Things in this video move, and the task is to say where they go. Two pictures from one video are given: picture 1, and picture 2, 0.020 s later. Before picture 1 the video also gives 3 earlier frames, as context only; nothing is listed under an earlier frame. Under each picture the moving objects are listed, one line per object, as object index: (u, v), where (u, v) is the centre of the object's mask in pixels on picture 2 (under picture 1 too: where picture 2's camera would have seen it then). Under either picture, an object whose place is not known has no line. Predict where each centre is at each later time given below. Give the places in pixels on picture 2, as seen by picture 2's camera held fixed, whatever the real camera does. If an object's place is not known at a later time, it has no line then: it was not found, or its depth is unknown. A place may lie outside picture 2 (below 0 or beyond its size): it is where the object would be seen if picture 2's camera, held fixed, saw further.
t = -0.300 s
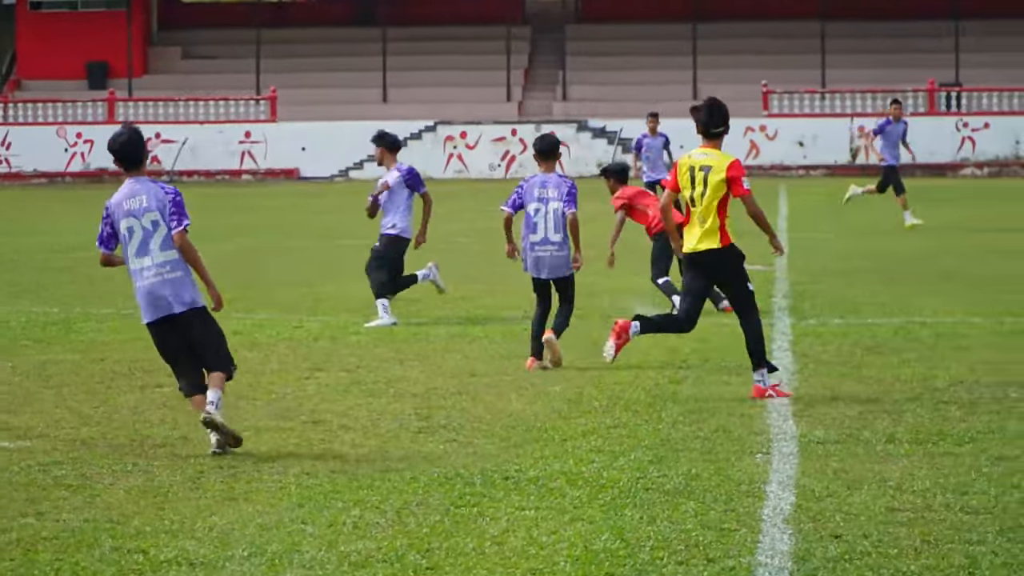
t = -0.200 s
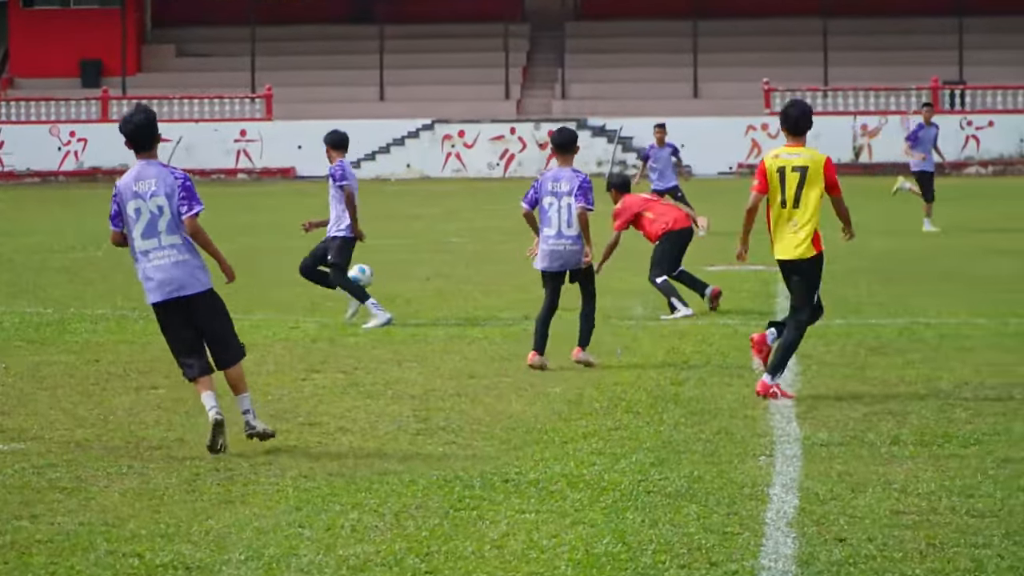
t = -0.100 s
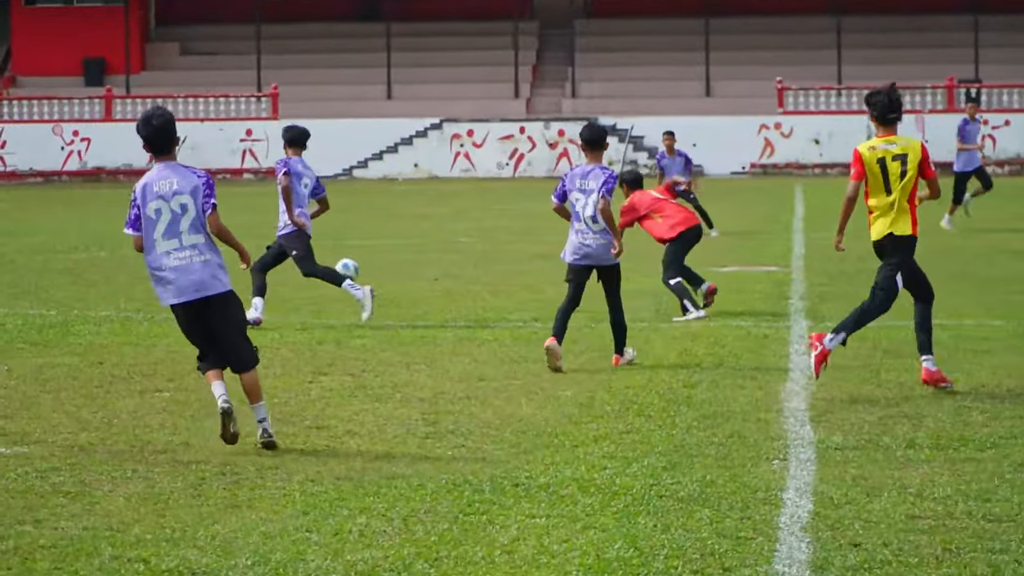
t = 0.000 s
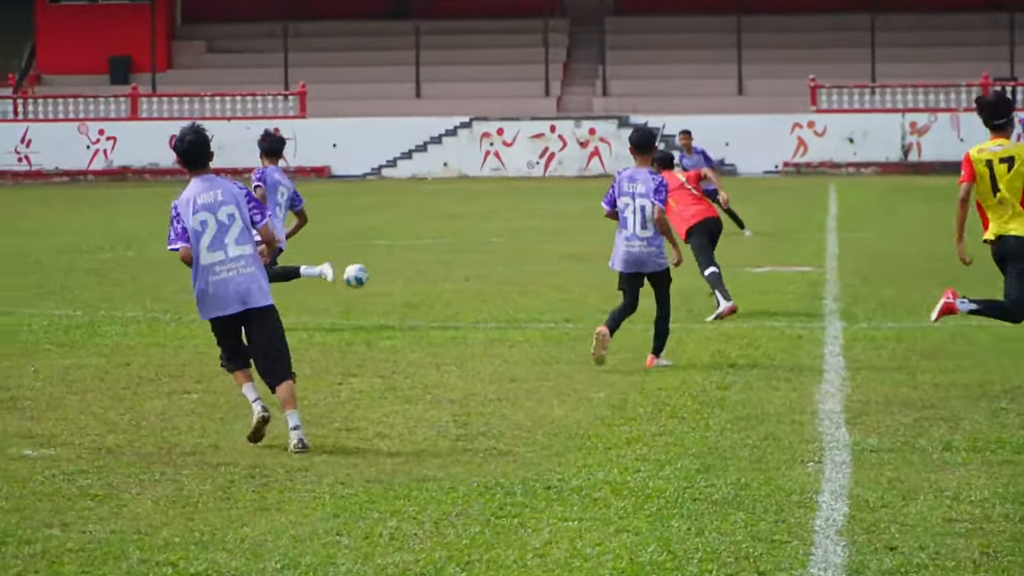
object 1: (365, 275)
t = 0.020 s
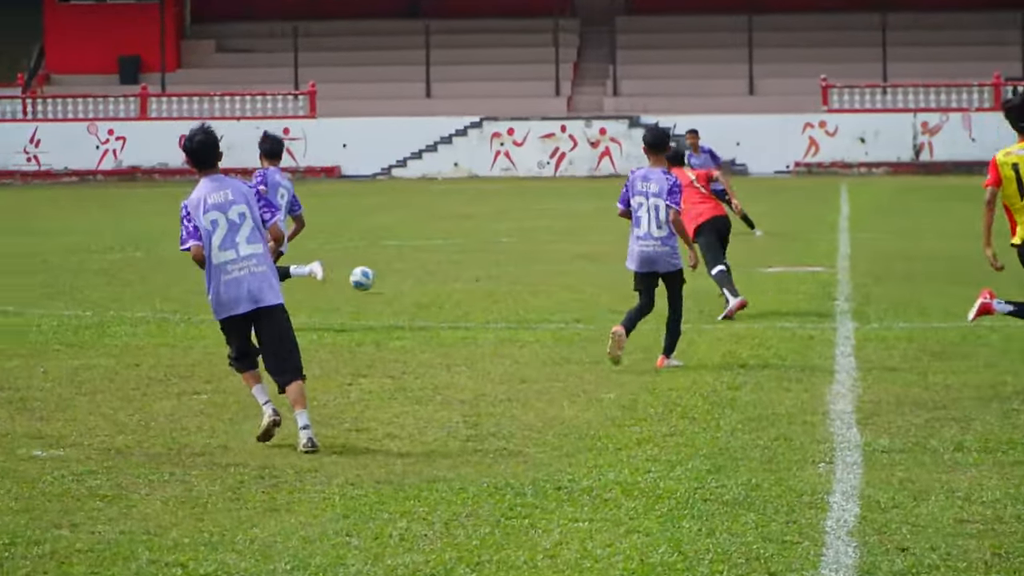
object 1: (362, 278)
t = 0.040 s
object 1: (359, 282)
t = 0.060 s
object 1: (357, 281)
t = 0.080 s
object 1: (355, 278)
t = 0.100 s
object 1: (353, 275)
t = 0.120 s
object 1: (351, 273)
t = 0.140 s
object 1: (349, 272)
